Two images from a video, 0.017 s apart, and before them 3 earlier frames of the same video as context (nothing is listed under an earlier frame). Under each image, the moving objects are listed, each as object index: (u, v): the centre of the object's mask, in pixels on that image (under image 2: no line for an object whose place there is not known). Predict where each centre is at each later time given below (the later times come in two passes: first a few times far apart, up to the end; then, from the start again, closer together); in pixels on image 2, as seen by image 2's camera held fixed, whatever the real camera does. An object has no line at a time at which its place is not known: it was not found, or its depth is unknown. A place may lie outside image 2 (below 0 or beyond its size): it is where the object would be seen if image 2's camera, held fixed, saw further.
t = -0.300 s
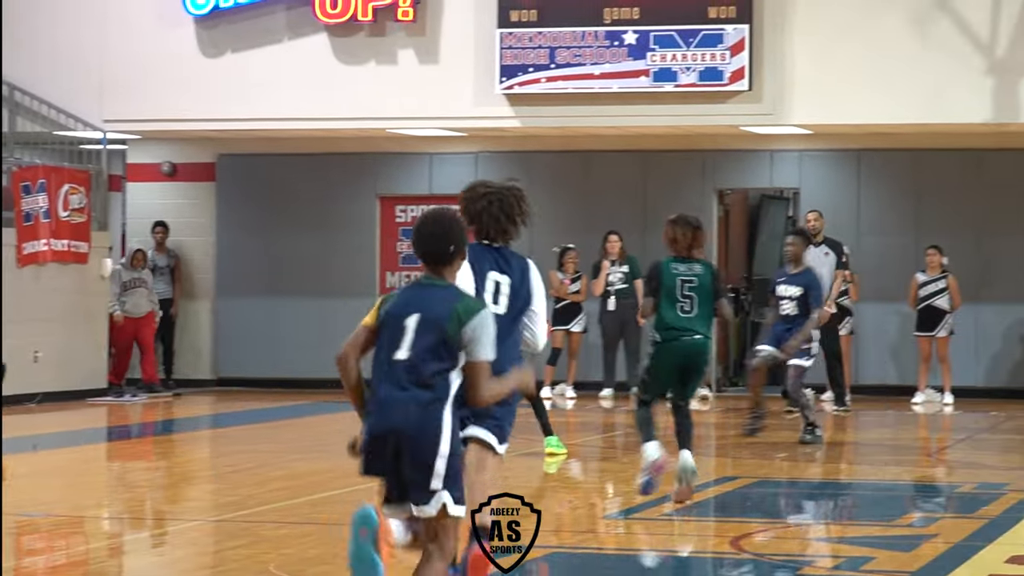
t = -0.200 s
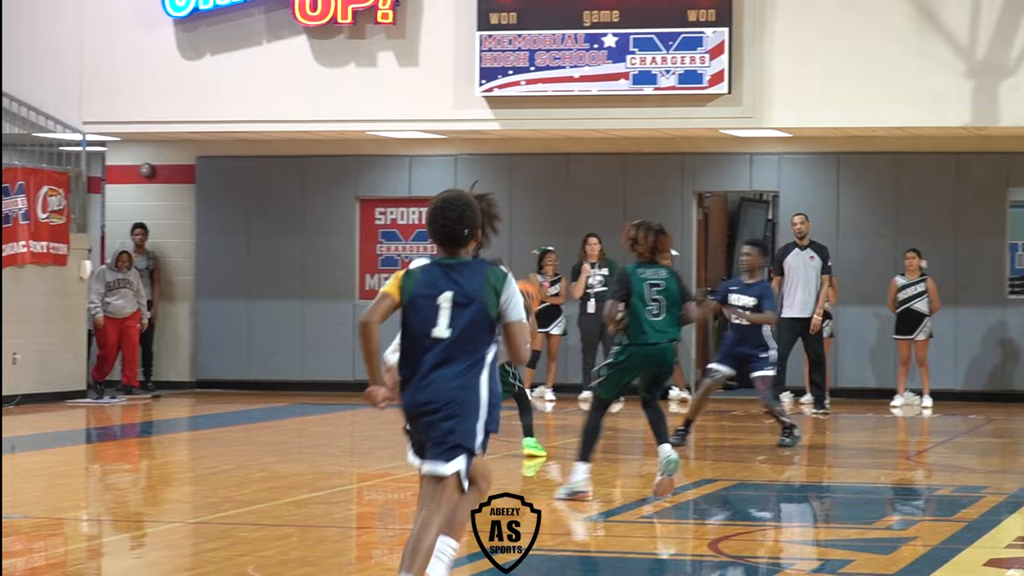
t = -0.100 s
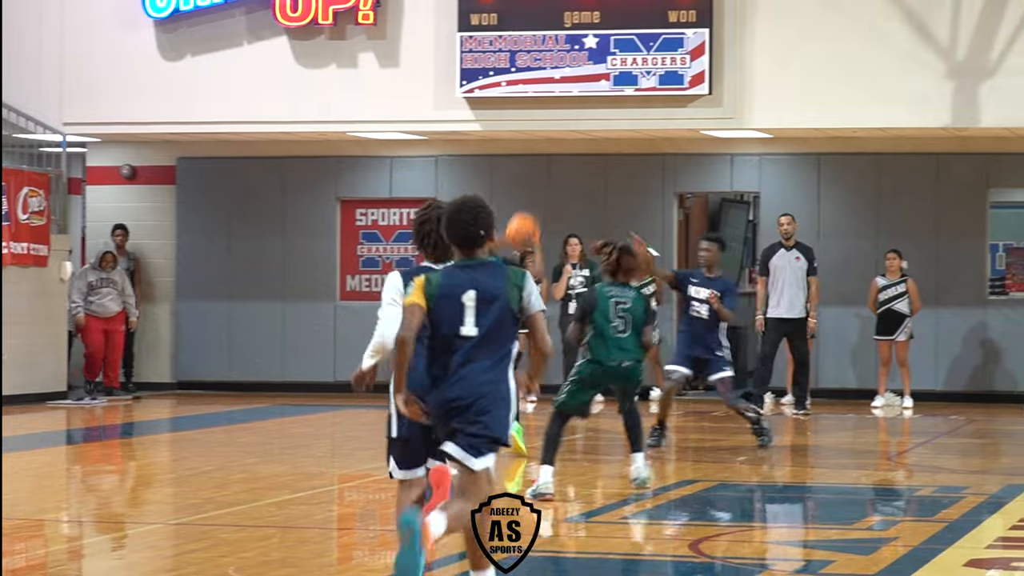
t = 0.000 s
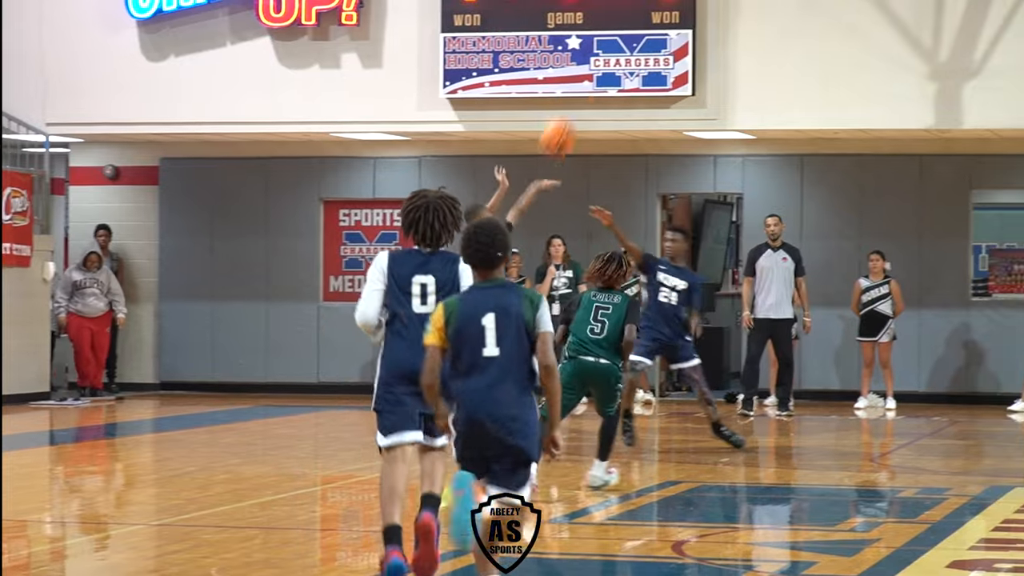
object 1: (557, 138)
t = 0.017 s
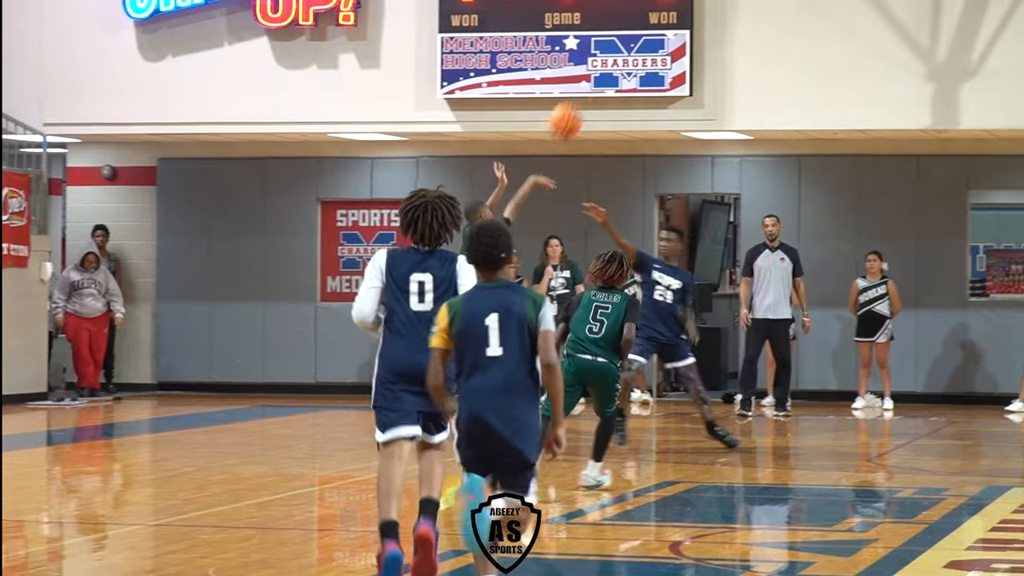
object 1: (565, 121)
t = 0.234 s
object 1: (683, -38)
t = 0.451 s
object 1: (800, -147)
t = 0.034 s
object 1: (574, 108)
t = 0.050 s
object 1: (583, 92)
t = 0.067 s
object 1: (592, 78)
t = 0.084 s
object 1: (601, 64)
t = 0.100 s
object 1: (610, 50)
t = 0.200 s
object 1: (664, -12)
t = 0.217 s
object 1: (675, -25)
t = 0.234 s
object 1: (683, -38)
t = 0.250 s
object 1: (691, -53)
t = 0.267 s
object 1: (701, -67)
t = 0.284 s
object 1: (710, -78)
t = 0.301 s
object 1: (719, -86)
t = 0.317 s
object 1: (729, -94)
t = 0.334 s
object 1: (738, -102)
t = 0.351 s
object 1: (747, -109)
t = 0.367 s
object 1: (756, -117)
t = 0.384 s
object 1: (765, -124)
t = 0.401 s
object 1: (775, -131)
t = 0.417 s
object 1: (783, -137)
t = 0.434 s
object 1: (791, -142)
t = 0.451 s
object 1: (800, -147)
